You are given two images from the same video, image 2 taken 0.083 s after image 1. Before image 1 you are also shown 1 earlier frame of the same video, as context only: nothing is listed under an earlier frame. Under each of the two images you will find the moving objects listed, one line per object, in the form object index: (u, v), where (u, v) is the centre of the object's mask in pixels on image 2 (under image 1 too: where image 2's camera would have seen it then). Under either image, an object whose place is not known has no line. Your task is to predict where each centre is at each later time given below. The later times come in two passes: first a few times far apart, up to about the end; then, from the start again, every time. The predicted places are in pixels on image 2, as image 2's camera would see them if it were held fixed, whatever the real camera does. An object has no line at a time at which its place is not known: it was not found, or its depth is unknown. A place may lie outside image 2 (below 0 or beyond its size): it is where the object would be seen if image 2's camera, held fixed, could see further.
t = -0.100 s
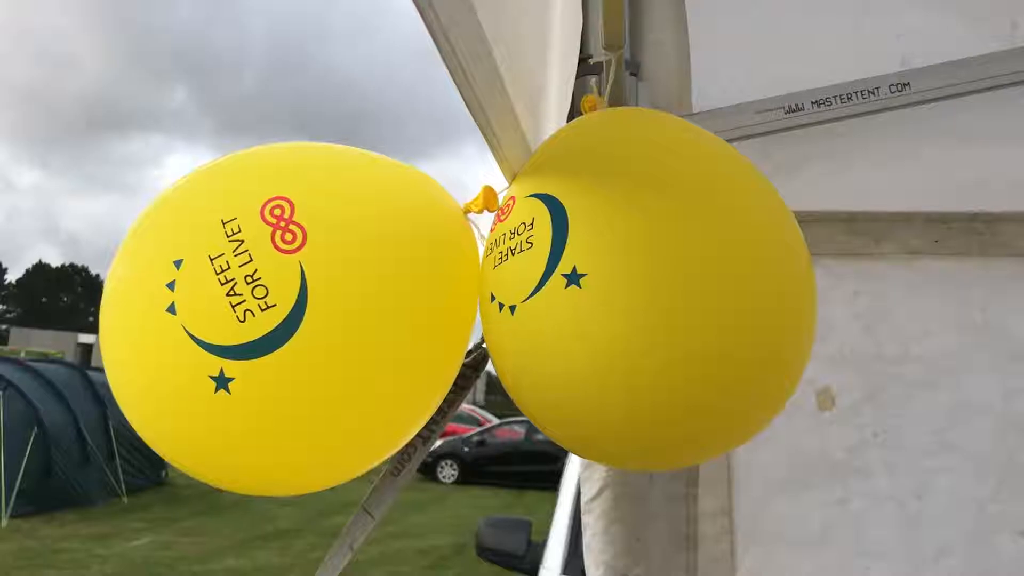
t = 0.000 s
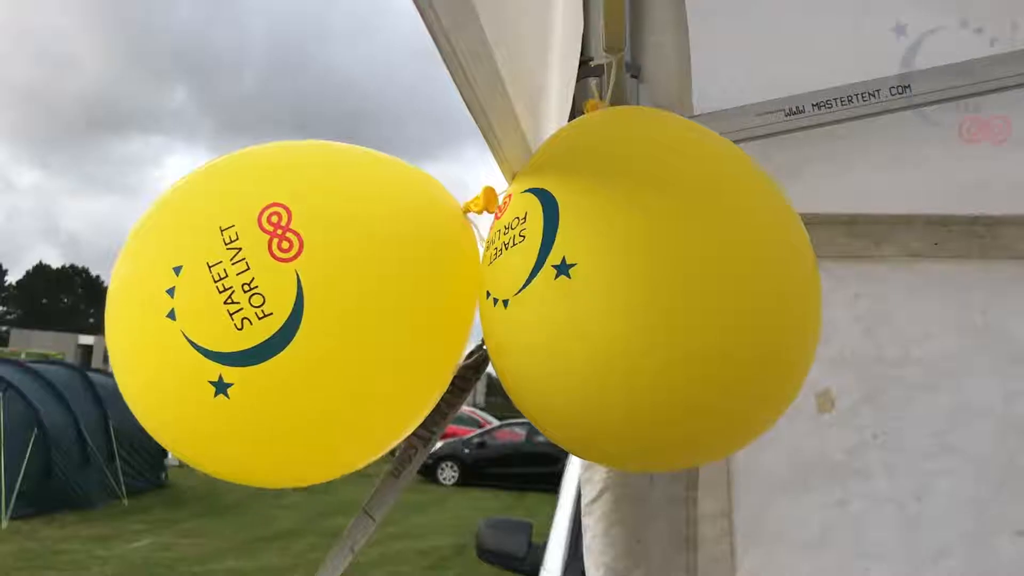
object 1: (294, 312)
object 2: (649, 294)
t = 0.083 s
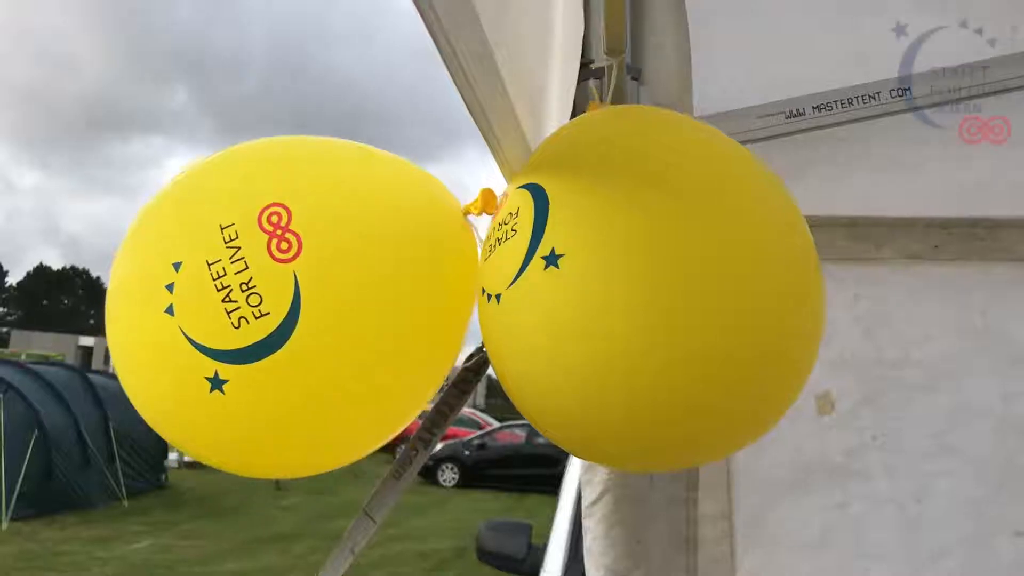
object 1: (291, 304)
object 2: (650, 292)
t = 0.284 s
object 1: (277, 273)
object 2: (653, 279)
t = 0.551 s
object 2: (652, 280)
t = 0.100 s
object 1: (290, 302)
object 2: (650, 291)
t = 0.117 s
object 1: (290, 300)
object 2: (650, 291)
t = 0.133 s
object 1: (289, 296)
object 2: (650, 289)
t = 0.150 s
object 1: (287, 294)
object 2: (650, 288)
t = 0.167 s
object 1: (286, 292)
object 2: (650, 288)
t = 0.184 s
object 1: (285, 290)
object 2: (650, 287)
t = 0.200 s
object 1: (283, 287)
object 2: (650, 286)
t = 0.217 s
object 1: (282, 284)
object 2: (651, 285)
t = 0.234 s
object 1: (281, 281)
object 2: (651, 283)
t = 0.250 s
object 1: (279, 278)
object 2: (652, 281)
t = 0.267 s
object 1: (278, 275)
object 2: (653, 280)
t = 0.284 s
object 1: (277, 273)
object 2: (653, 279)
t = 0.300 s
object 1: (275, 271)
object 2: (654, 279)
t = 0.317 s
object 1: (273, 269)
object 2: (654, 278)
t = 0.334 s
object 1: (272, 267)
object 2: (654, 278)
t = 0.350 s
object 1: (271, 264)
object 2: (655, 277)
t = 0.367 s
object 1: (270, 261)
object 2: (655, 277)
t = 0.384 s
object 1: (269, 259)
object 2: (655, 277)
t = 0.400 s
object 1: (268, 257)
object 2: (655, 276)
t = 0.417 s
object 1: (267, 255)
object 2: (654, 276)
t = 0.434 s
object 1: (265, 253)
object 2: (654, 277)
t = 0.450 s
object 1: (264, 251)
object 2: (654, 277)
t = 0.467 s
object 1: (263, 249)
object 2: (654, 277)
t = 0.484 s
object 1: (262, 248)
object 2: (653, 278)
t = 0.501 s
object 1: (261, 246)
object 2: (653, 278)
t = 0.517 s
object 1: (260, 244)
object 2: (653, 279)
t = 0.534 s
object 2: (652, 279)
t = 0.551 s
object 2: (652, 280)
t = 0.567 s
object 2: (652, 281)
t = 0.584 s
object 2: (651, 282)
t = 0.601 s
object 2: (651, 282)
